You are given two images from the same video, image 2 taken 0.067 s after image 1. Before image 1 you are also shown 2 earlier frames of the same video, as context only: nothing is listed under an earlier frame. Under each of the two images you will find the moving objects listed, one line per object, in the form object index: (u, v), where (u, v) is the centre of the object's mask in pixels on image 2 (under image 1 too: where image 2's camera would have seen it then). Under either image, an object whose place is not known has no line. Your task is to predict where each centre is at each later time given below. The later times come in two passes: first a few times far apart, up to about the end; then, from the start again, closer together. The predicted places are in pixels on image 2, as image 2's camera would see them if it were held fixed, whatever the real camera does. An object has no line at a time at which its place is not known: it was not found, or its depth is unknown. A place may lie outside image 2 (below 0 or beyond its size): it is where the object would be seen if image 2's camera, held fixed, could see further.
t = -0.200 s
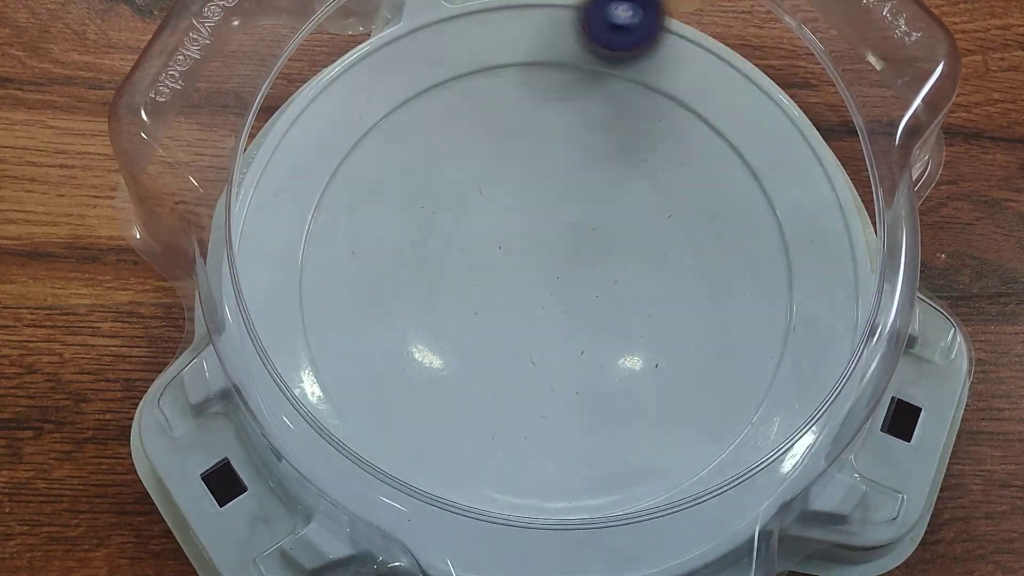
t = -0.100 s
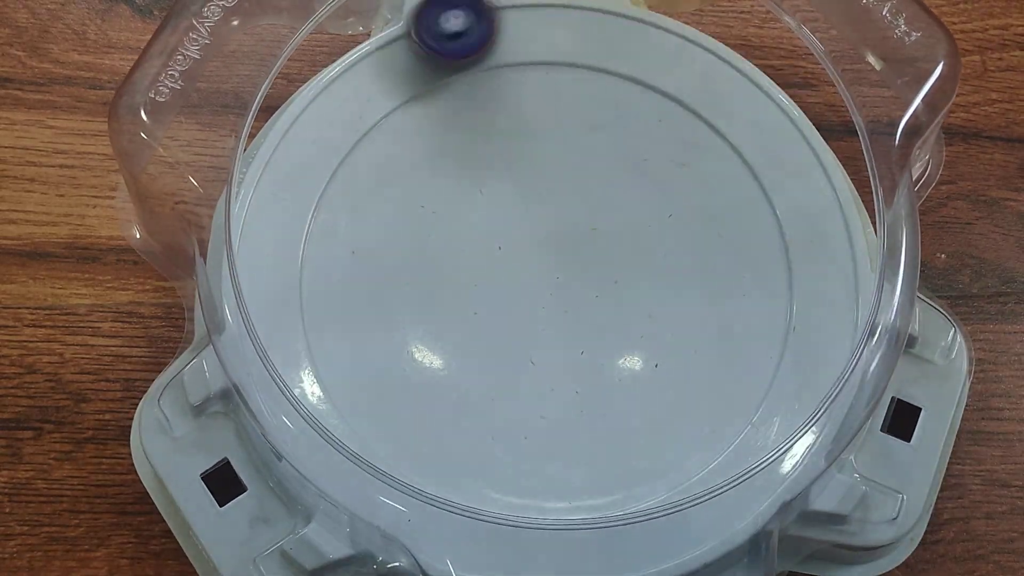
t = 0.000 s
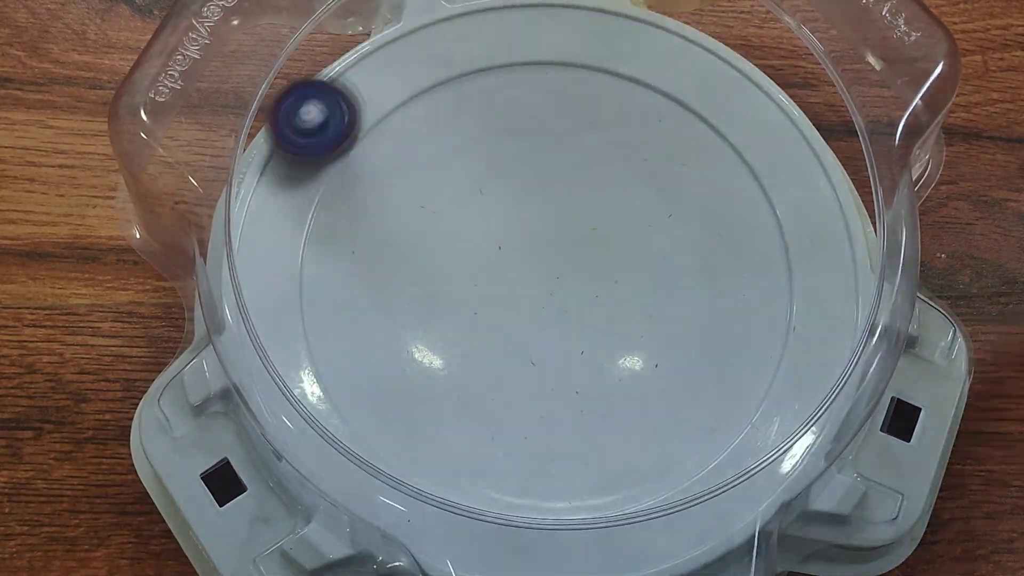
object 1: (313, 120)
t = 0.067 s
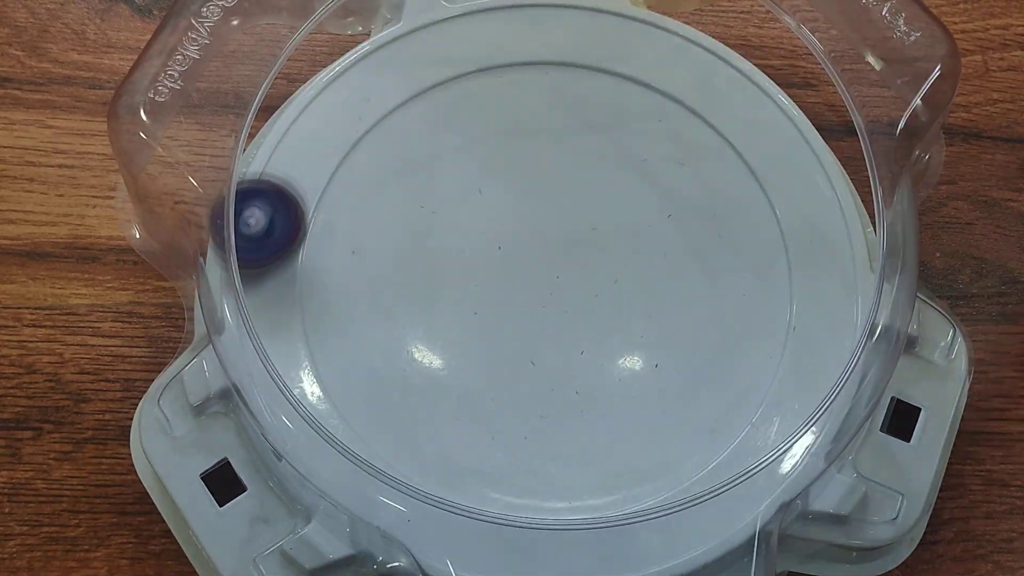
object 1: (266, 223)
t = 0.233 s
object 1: (398, 477)
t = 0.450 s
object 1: (782, 443)
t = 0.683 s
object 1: (765, 90)
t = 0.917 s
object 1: (434, 80)
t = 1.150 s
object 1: (378, 453)
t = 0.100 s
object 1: (259, 281)
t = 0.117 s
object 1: (271, 308)
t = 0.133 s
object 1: (282, 335)
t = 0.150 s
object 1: (293, 363)
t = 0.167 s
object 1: (309, 390)
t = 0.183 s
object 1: (328, 414)
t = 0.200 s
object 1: (348, 439)
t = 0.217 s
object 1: (372, 458)
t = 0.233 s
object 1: (398, 477)
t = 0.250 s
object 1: (428, 496)
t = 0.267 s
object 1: (456, 508)
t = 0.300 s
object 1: (522, 525)
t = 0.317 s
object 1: (554, 527)
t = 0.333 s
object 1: (588, 528)
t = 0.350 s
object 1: (620, 527)
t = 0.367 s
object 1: (652, 521)
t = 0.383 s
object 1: (683, 511)
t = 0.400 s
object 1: (711, 498)
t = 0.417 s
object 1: (737, 483)
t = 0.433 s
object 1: (762, 464)
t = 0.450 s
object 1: (782, 443)
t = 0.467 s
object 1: (799, 416)
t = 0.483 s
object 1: (812, 393)
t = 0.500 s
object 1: (820, 366)
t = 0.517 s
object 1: (822, 336)
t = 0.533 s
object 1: (829, 312)
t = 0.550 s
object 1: (832, 285)
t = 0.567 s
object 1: (834, 259)
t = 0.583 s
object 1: (832, 232)
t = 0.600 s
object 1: (826, 206)
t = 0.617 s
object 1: (820, 181)
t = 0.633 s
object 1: (808, 157)
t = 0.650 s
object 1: (795, 133)
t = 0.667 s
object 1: (783, 111)
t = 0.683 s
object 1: (765, 90)
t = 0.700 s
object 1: (747, 71)
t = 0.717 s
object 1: (728, 54)
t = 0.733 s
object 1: (706, 38)
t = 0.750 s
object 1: (684, 32)
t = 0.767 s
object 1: (661, 34)
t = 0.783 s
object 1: (635, 34)
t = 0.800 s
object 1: (612, 35)
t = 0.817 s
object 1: (588, 35)
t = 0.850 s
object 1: (536, 39)
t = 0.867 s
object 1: (511, 44)
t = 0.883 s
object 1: (484, 53)
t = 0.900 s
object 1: (457, 66)
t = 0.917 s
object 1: (434, 80)
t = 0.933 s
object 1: (408, 98)
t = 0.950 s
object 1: (385, 117)
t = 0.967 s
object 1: (368, 138)
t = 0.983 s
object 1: (351, 162)
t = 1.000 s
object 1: (335, 189)
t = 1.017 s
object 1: (325, 215)
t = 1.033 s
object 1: (317, 243)
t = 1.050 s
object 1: (311, 275)
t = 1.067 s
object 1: (309, 305)
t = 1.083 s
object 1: (313, 334)
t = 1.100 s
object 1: (322, 362)
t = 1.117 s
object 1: (340, 393)
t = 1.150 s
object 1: (378, 453)
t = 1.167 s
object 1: (401, 479)
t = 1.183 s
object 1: (427, 501)
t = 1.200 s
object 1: (454, 516)
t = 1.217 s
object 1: (487, 525)
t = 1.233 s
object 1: (524, 525)
